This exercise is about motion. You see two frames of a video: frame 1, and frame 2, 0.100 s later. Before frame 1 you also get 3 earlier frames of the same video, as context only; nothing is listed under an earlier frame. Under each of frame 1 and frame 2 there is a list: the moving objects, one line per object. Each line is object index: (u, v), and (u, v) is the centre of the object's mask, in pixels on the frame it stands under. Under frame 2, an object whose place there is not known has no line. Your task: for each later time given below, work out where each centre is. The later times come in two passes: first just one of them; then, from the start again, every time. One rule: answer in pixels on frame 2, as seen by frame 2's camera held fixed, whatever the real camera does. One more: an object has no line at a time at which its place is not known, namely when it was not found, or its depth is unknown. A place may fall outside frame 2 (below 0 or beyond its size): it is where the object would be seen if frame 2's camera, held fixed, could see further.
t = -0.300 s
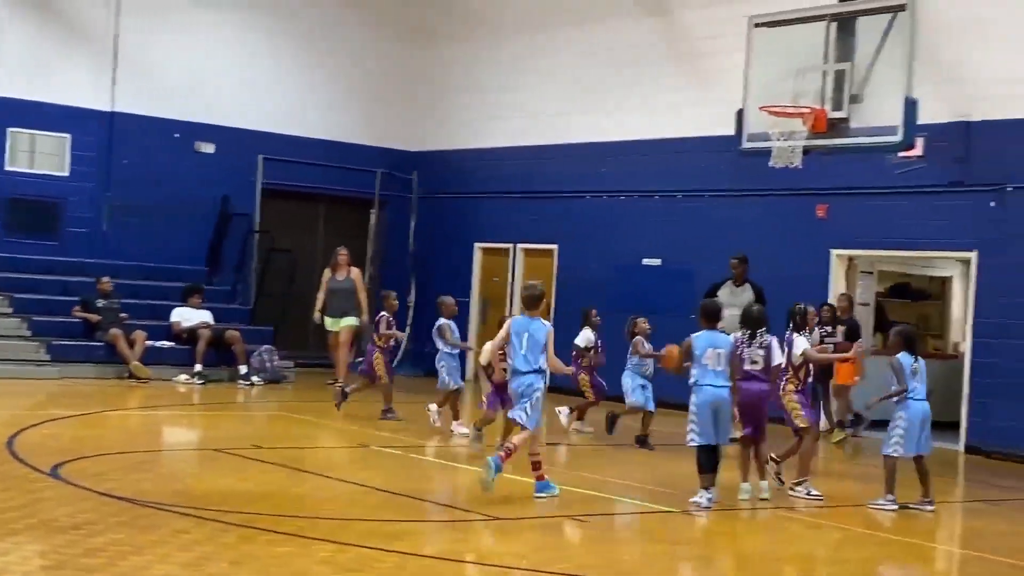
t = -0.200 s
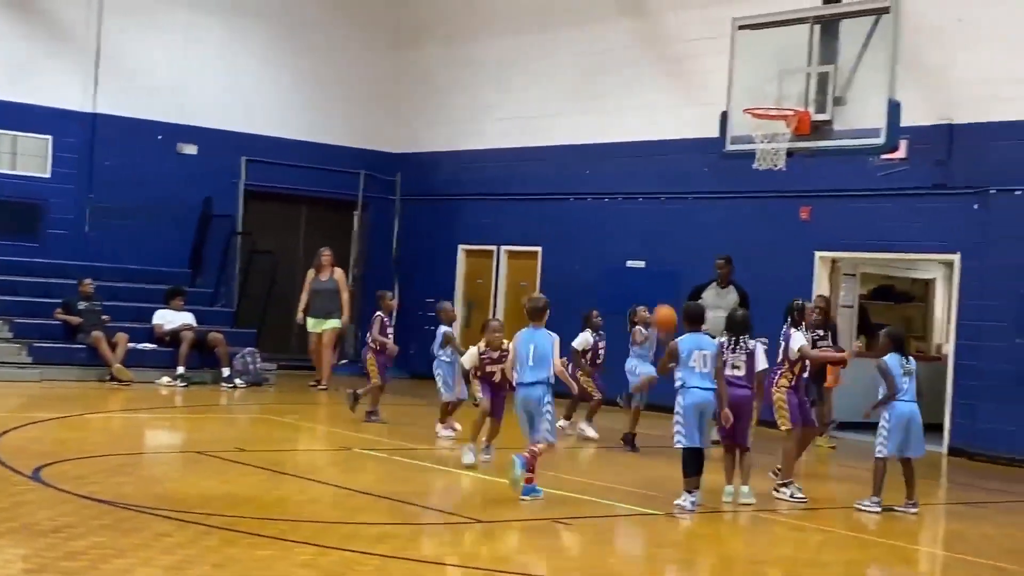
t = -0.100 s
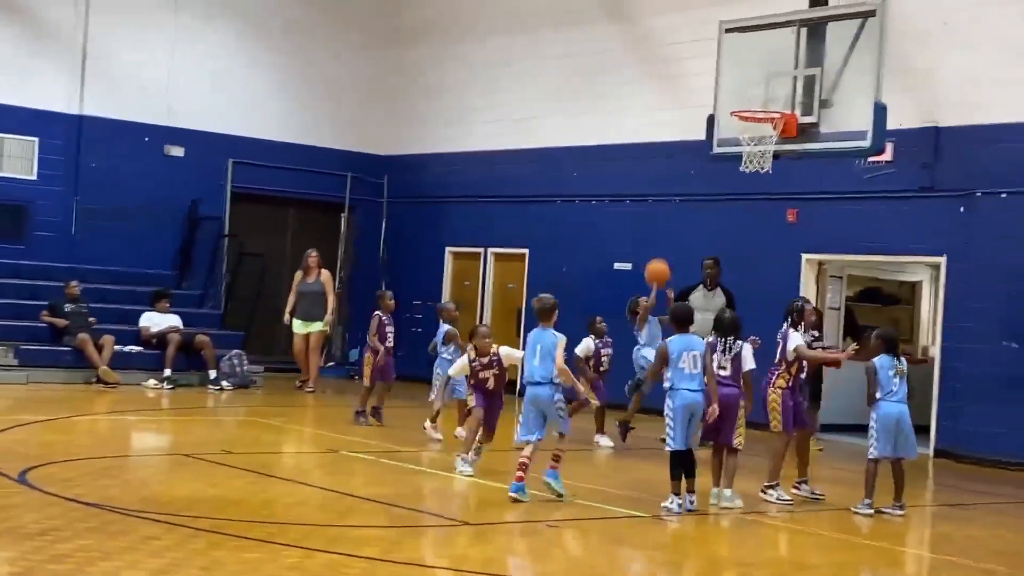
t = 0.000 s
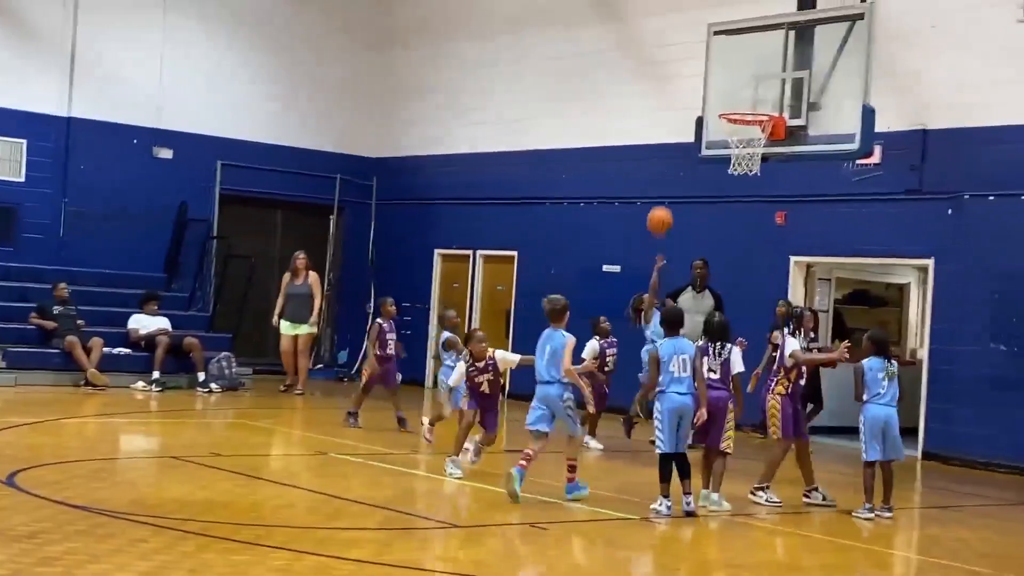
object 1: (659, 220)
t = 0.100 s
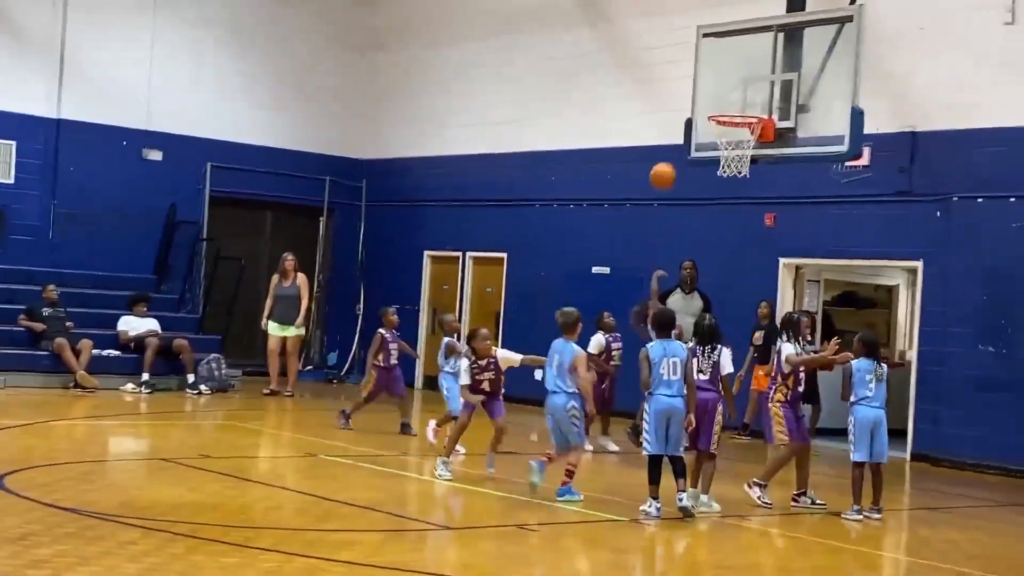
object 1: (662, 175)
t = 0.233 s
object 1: (678, 131)
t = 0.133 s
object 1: (666, 162)
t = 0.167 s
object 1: (671, 151)
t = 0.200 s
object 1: (675, 141)
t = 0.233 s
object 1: (678, 131)
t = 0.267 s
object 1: (682, 123)
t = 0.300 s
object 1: (687, 117)
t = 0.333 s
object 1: (691, 110)
